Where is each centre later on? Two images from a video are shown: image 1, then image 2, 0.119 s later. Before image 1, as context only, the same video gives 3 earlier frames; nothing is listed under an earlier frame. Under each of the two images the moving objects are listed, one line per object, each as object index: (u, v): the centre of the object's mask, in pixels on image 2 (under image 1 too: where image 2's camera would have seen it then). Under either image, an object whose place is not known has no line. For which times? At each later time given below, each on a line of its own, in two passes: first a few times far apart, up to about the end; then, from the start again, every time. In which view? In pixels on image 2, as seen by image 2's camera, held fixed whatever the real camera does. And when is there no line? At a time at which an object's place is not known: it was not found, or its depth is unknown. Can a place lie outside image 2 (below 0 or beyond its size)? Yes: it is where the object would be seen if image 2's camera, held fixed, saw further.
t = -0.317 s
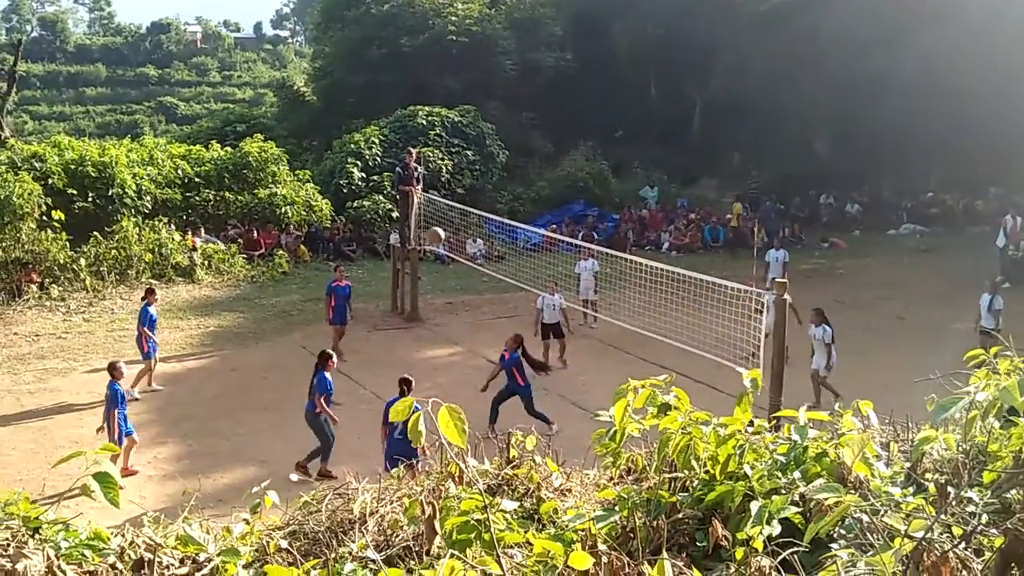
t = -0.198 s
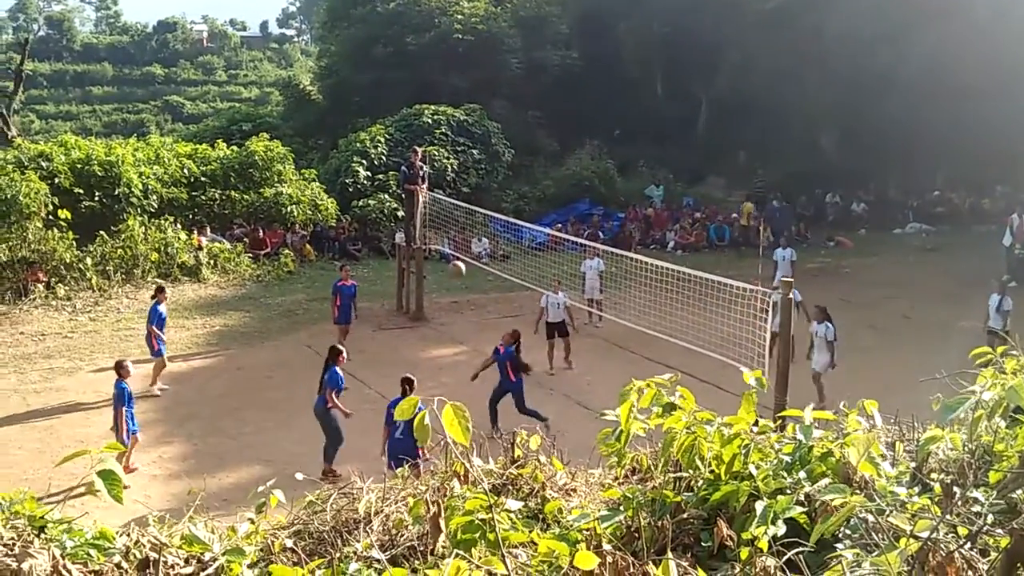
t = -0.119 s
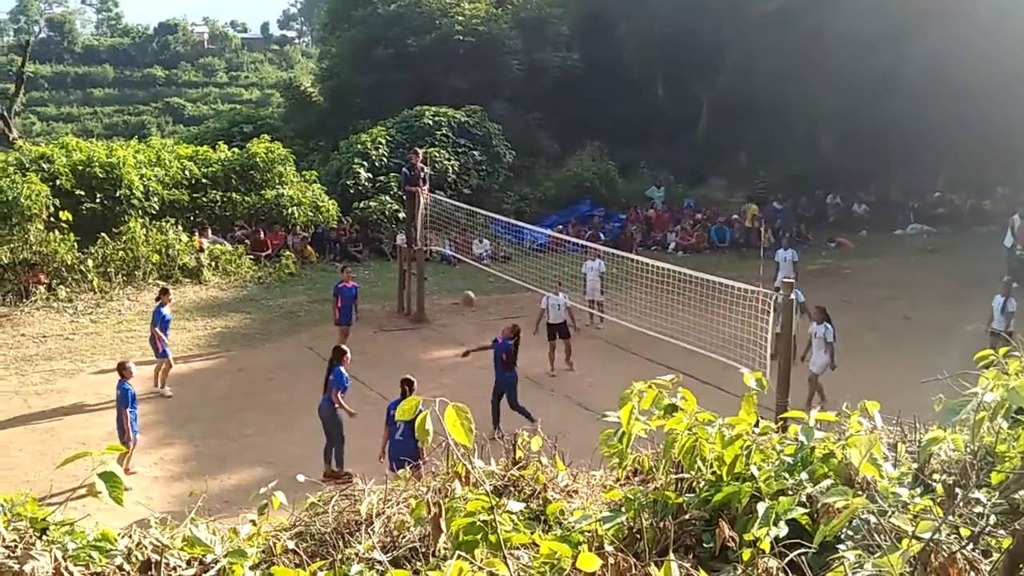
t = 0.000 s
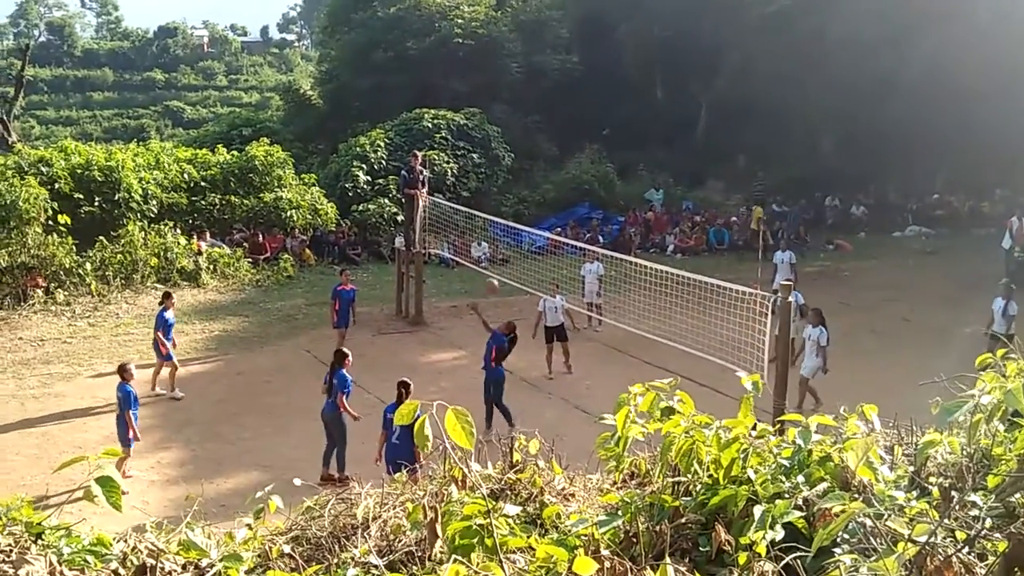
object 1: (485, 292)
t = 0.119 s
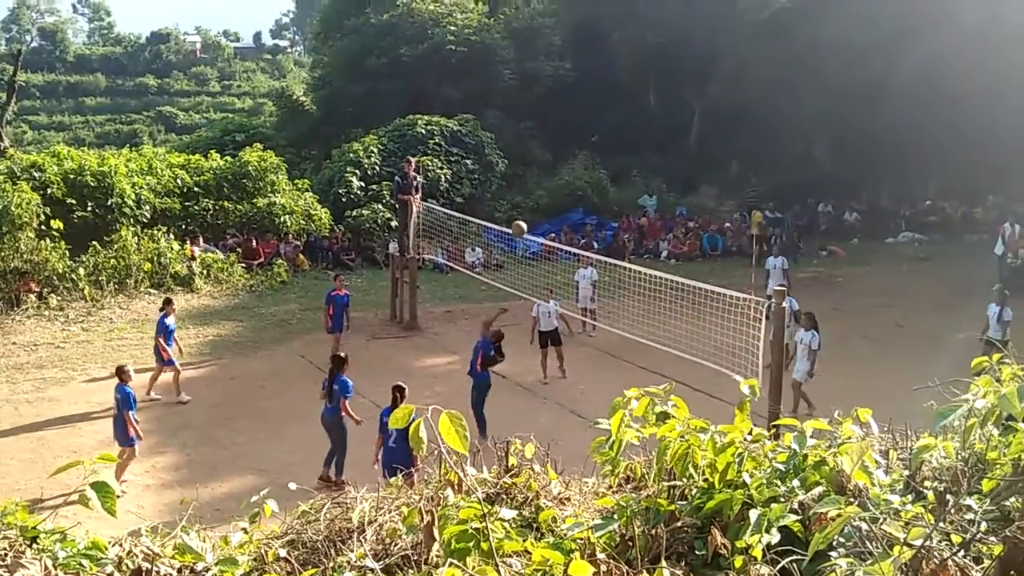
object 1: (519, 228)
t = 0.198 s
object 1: (541, 193)
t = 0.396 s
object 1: (594, 127)
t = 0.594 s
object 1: (645, 91)
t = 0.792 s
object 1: (692, 84)
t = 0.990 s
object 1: (735, 106)
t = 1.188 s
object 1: (772, 155)
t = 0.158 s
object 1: (530, 210)
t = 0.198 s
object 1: (541, 193)
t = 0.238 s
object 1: (551, 177)
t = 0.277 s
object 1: (562, 163)
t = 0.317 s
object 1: (573, 149)
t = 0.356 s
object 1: (583, 138)
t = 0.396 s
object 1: (594, 127)
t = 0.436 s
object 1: (605, 117)
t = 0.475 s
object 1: (615, 109)
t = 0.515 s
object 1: (625, 102)
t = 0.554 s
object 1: (635, 96)
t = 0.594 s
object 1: (645, 91)
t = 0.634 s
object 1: (655, 87)
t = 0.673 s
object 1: (664, 85)
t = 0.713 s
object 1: (674, 84)
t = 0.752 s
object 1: (683, 83)
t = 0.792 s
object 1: (692, 84)
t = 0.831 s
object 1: (701, 87)
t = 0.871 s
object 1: (710, 90)
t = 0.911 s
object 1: (718, 94)
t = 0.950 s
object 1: (727, 100)
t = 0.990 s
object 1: (735, 106)
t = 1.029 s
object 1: (743, 114)
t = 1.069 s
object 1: (750, 123)
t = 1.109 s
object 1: (758, 132)
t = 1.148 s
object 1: (765, 144)
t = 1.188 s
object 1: (772, 155)
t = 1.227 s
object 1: (779, 168)
